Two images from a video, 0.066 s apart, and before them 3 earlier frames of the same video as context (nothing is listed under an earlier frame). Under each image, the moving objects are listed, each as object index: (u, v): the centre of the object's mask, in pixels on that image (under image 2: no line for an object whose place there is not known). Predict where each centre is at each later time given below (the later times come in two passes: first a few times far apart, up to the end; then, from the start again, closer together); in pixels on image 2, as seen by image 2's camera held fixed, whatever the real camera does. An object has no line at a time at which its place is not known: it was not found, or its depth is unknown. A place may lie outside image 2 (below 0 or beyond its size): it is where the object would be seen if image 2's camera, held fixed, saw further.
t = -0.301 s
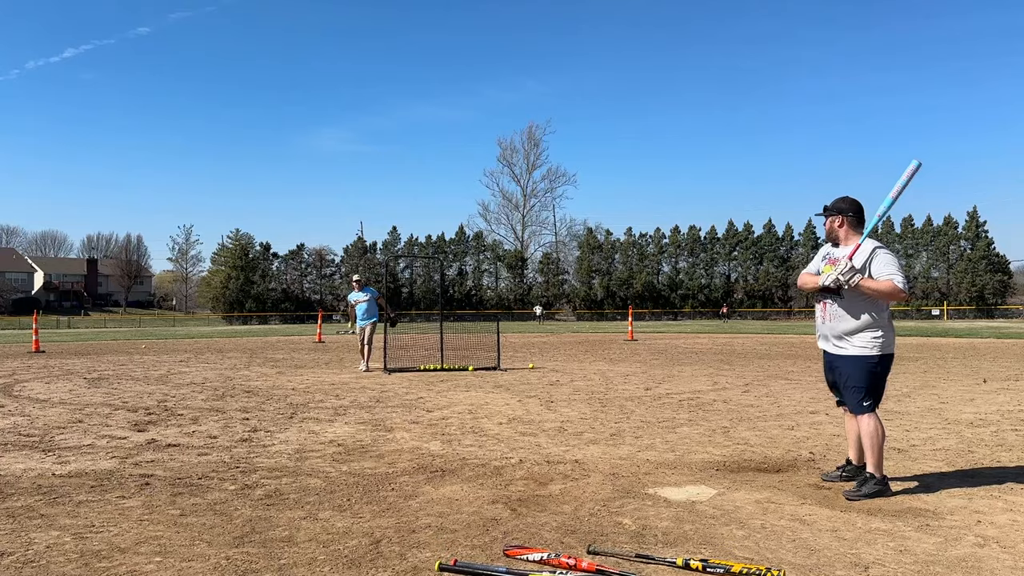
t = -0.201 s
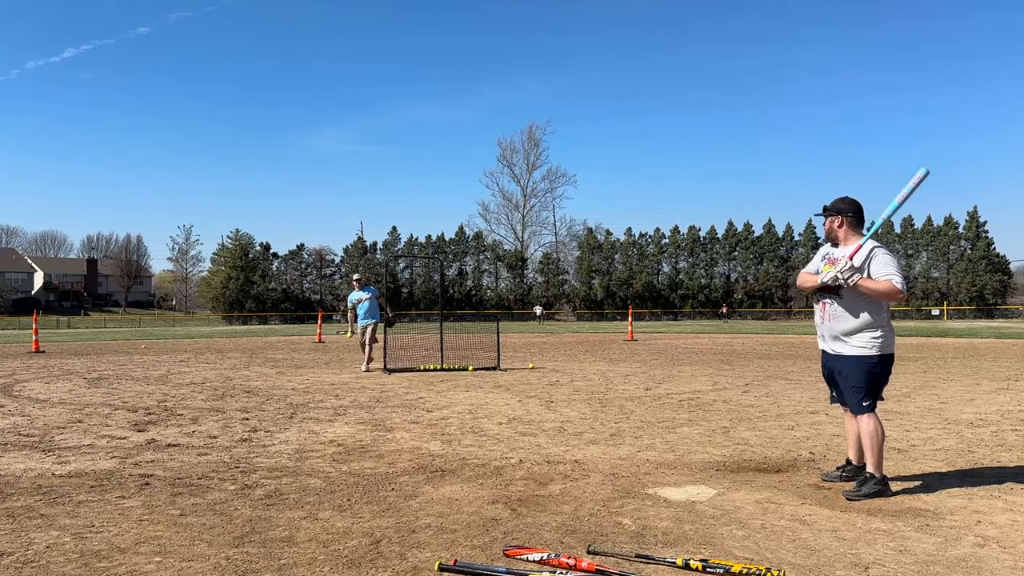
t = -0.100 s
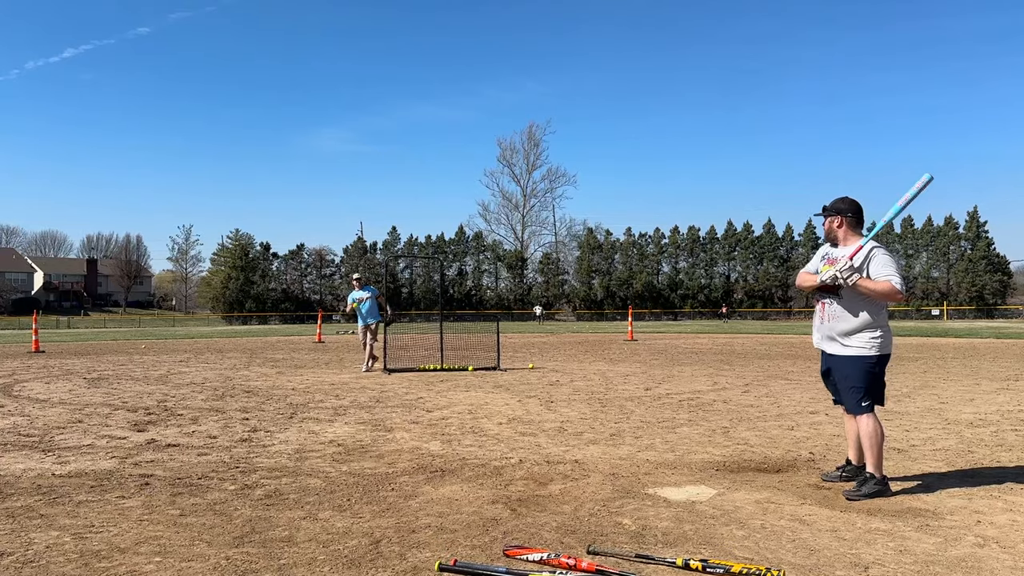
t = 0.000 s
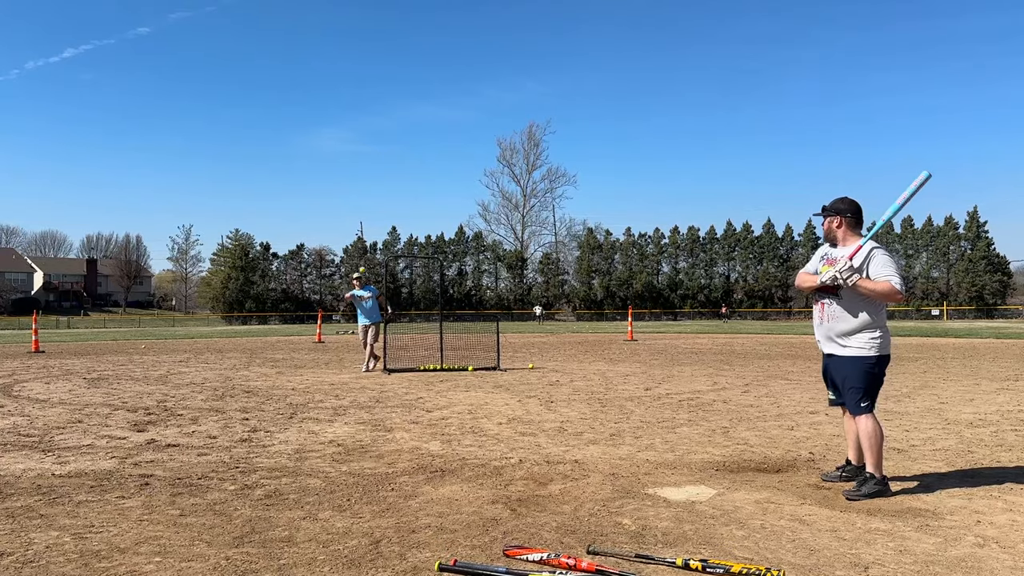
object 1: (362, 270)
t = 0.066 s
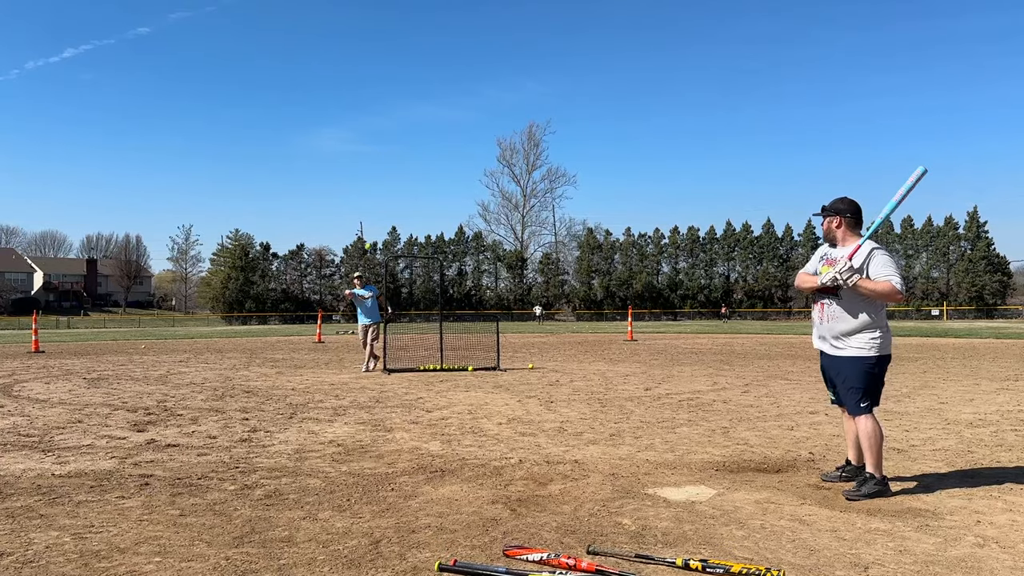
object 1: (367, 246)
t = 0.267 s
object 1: (387, 186)
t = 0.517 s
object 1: (421, 134)
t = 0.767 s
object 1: (469, 126)
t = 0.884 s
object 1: (500, 146)
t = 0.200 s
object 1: (380, 204)
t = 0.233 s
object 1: (383, 196)
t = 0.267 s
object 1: (387, 186)
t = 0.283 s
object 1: (389, 182)
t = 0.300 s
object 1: (391, 178)
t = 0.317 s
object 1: (393, 173)
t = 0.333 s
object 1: (395, 169)
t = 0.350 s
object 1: (397, 165)
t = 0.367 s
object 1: (399, 161)
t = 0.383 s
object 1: (402, 158)
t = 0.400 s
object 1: (404, 154)
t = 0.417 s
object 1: (405, 151)
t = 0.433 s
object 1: (408, 148)
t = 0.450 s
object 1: (410, 145)
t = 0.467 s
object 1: (413, 142)
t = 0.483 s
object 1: (416, 139)
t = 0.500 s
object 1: (418, 136)
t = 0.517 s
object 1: (421, 134)
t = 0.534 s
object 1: (424, 132)
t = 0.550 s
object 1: (426, 130)
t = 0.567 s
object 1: (429, 128)
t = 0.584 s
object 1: (432, 126)
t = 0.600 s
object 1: (435, 125)
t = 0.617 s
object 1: (438, 124)
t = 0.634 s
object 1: (441, 123)
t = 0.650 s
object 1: (444, 122)
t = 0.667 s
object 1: (448, 122)
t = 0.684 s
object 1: (451, 122)
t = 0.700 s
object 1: (455, 122)
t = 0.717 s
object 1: (458, 122)
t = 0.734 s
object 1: (462, 123)
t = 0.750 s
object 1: (466, 124)
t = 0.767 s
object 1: (469, 126)
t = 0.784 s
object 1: (473, 128)
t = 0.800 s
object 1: (477, 130)
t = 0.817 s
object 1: (482, 132)
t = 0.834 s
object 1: (486, 135)
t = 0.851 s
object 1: (491, 138)
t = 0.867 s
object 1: (495, 142)
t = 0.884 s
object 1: (500, 146)
